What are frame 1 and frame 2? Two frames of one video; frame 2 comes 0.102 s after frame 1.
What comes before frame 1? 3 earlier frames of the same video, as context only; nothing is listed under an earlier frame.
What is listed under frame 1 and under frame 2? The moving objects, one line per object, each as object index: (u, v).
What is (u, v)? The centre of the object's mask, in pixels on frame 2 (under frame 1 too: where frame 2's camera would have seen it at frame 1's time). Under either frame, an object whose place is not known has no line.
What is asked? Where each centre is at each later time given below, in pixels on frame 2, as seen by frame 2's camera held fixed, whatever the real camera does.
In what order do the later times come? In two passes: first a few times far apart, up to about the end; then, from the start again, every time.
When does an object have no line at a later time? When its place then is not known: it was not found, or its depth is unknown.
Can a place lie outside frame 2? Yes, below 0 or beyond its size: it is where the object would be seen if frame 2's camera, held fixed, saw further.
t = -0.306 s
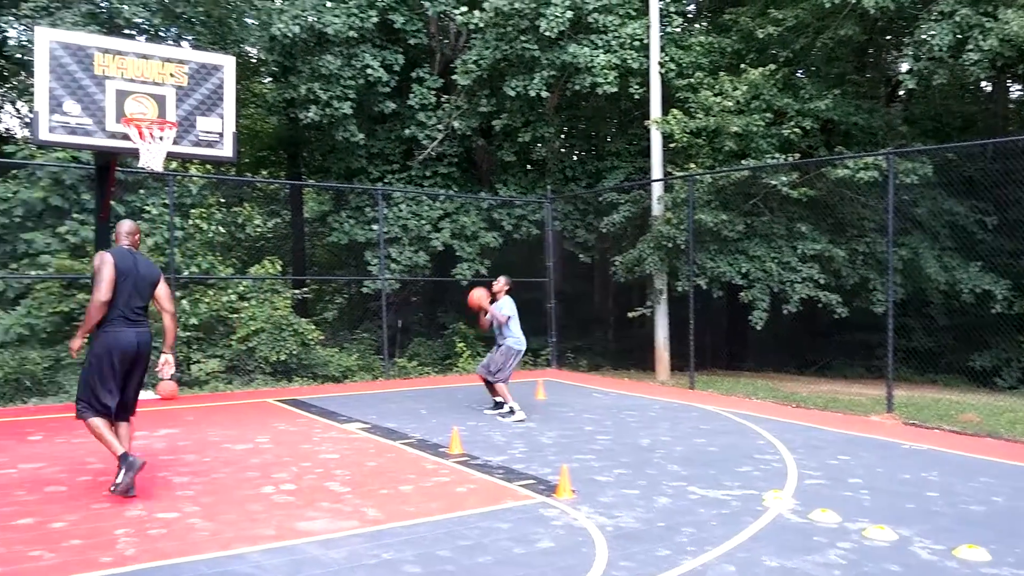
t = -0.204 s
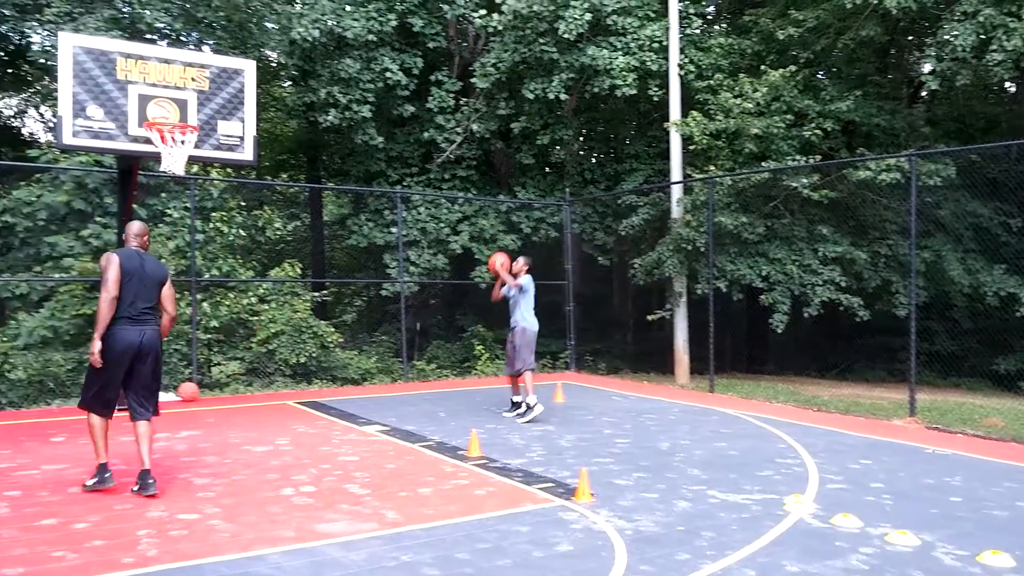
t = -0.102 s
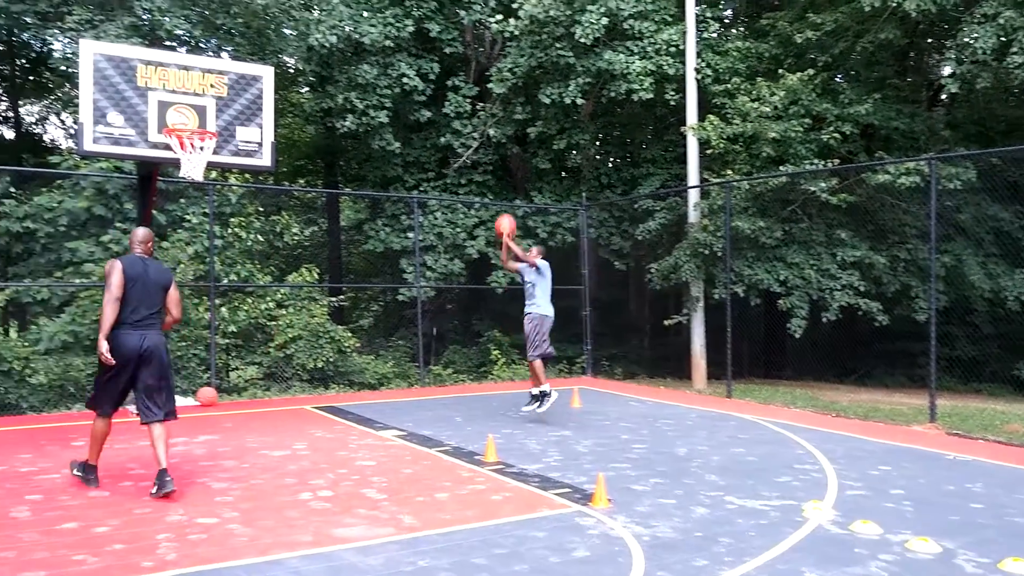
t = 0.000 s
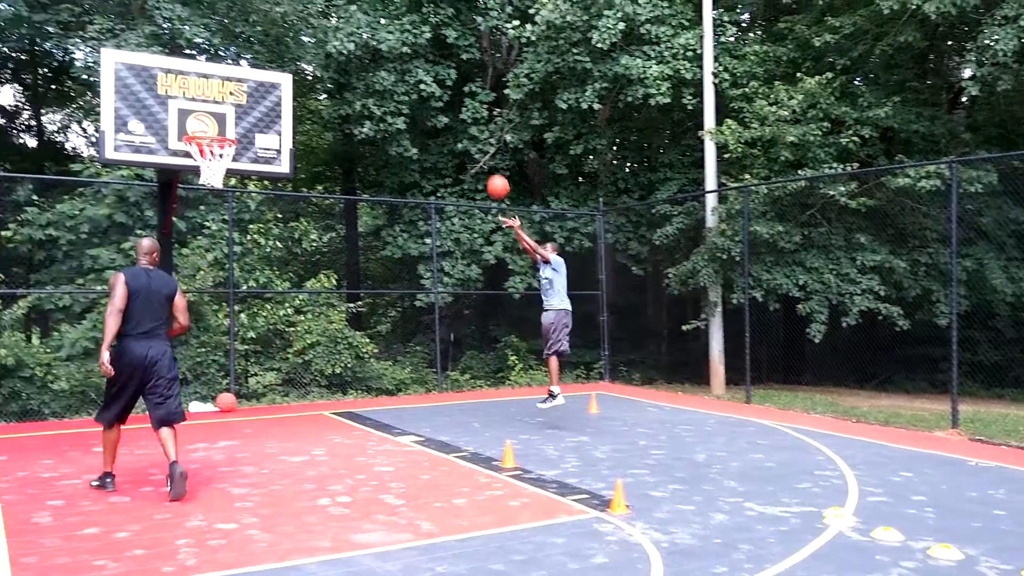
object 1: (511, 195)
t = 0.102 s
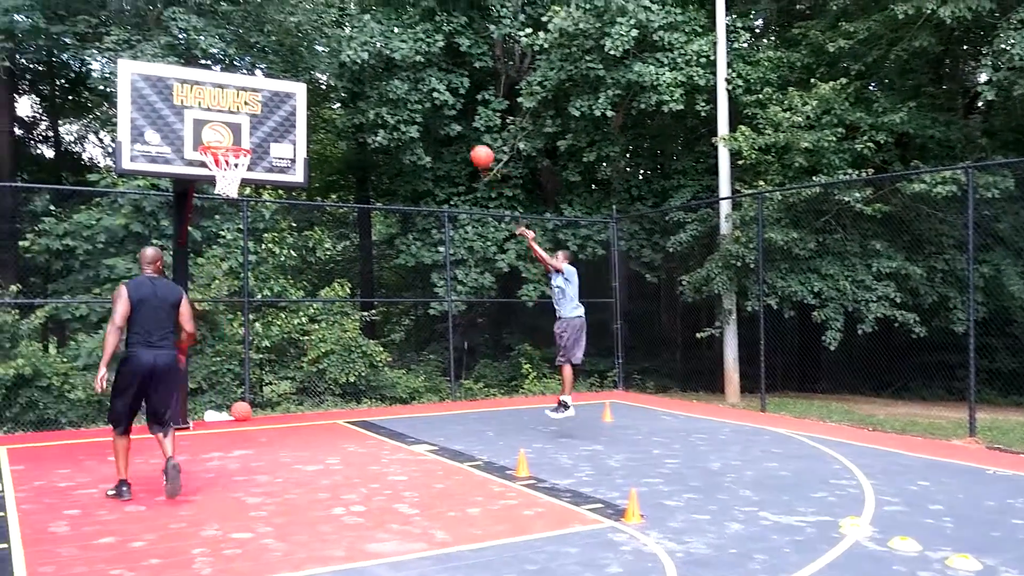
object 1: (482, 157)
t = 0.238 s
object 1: (443, 118)
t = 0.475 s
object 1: (371, 90)
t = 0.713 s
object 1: (292, 111)
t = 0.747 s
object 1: (282, 118)
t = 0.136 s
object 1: (472, 146)
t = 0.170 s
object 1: (462, 136)
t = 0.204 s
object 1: (453, 127)
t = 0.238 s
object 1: (443, 118)
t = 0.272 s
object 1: (433, 111)
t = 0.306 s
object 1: (423, 106)
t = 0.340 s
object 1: (413, 101)
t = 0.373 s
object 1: (402, 96)
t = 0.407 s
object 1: (392, 93)
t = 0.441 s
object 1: (382, 90)
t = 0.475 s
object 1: (371, 90)
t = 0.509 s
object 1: (360, 89)
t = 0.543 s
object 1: (349, 90)
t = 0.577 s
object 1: (337, 90)
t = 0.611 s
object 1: (326, 94)
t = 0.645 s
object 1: (316, 98)
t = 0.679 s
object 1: (305, 103)
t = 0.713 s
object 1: (292, 111)
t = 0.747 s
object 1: (282, 118)
